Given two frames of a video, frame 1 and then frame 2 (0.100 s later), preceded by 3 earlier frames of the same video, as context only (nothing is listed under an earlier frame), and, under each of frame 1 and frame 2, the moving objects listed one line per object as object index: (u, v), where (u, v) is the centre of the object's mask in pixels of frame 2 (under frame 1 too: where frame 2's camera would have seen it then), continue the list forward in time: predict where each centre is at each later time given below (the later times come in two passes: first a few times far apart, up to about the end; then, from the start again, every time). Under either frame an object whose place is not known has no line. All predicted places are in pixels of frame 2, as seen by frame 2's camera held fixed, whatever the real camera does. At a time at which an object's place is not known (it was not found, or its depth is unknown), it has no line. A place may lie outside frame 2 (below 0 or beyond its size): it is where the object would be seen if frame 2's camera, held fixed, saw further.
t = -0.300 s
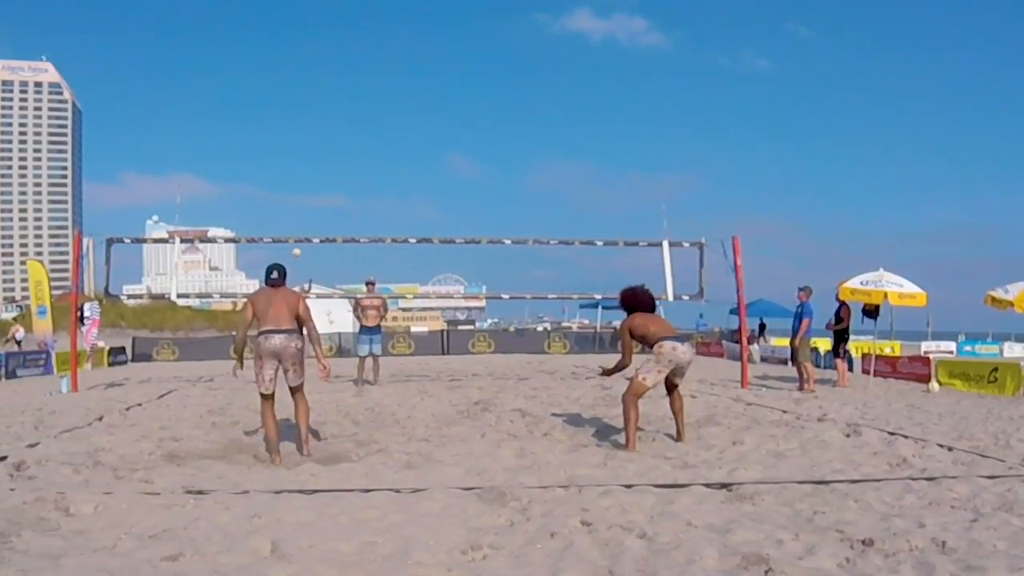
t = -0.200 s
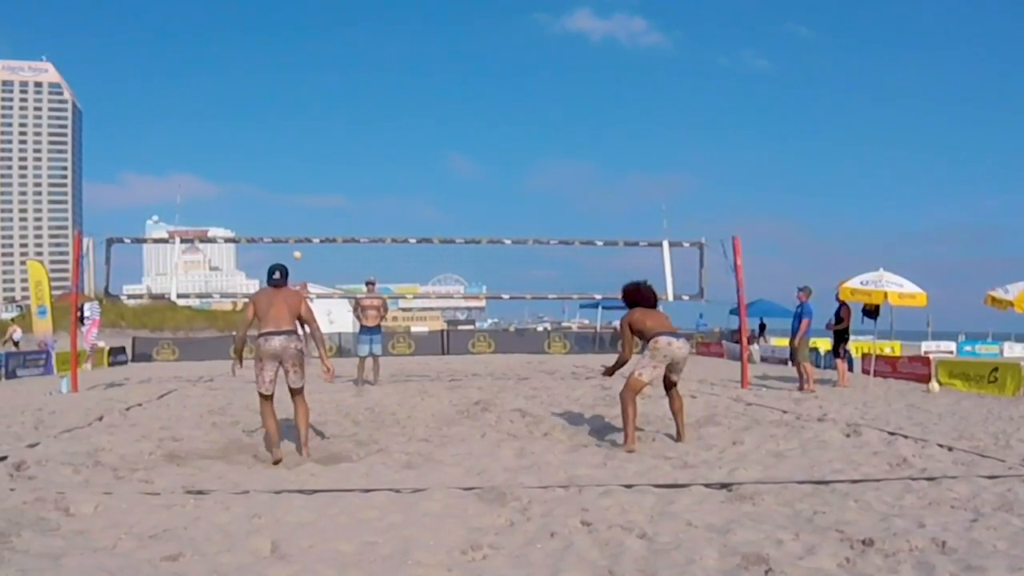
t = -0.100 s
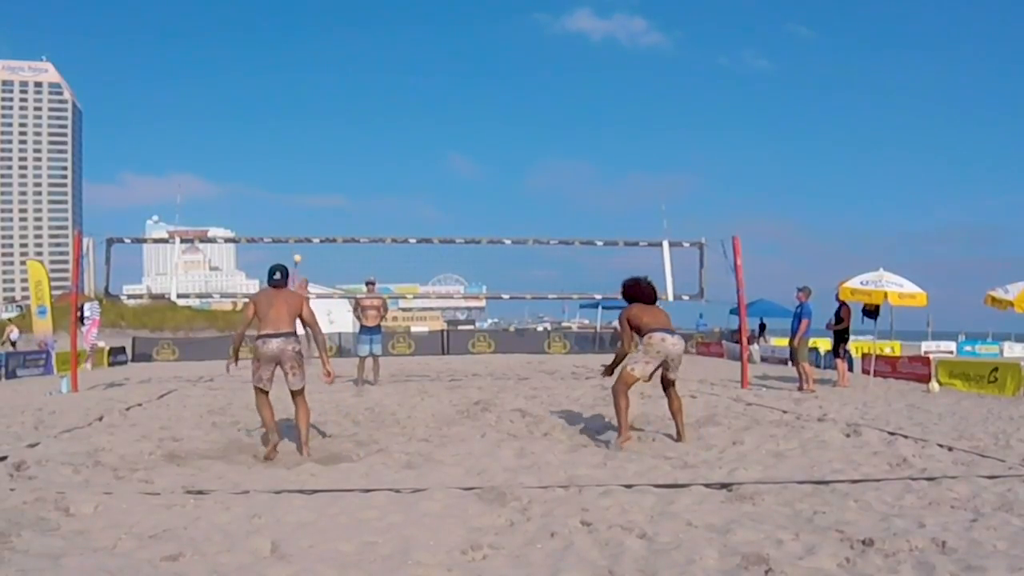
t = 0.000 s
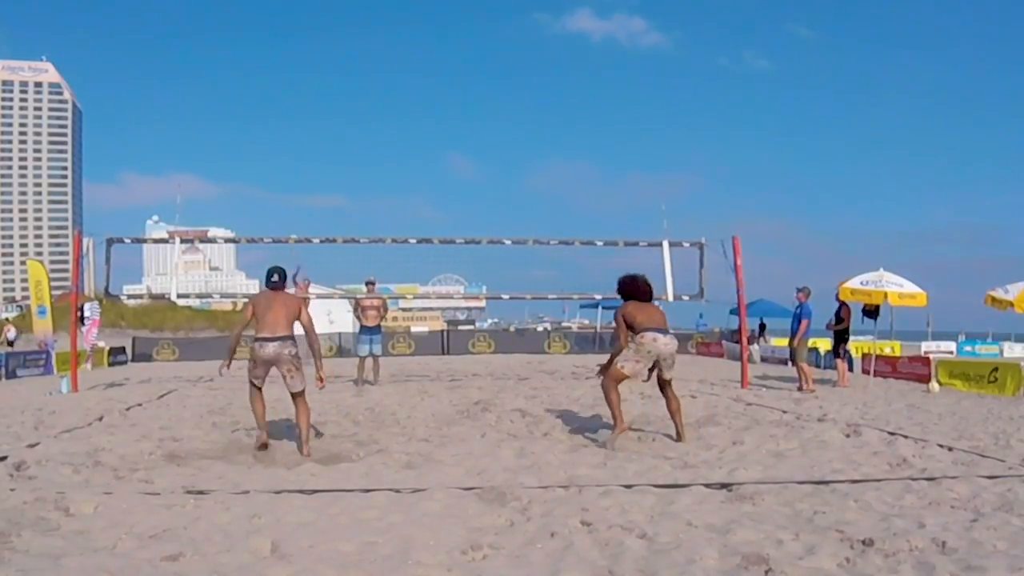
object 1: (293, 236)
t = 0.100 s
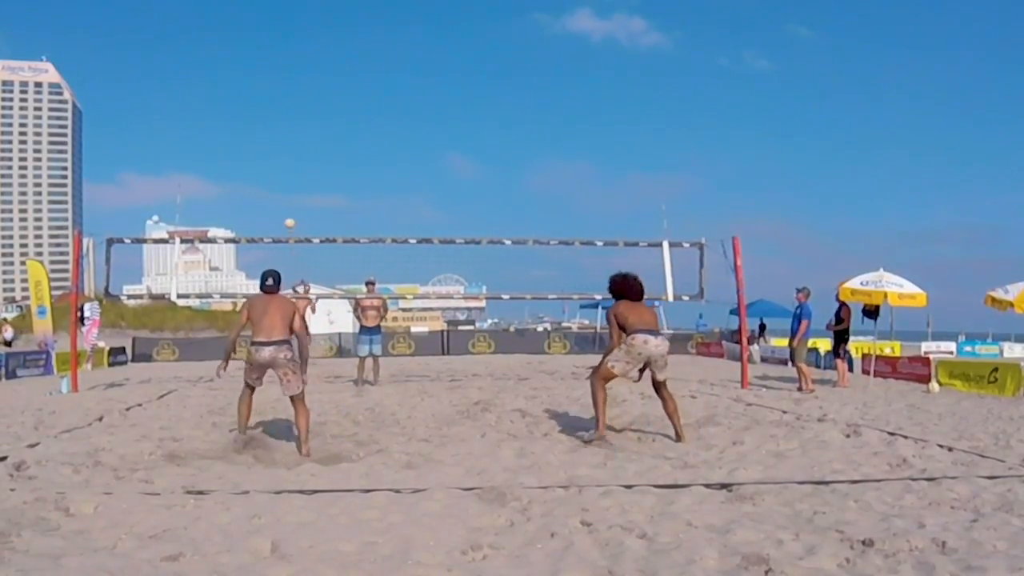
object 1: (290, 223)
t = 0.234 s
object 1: (285, 207)
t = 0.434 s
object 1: (277, 199)
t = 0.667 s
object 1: (269, 233)
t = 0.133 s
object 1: (288, 218)
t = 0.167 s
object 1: (287, 214)
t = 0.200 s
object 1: (286, 210)
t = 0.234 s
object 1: (285, 207)
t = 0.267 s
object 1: (284, 204)
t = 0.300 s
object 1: (282, 202)
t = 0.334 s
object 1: (281, 200)
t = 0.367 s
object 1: (280, 198)
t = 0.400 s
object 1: (278, 198)
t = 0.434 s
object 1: (277, 199)
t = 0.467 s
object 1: (276, 200)
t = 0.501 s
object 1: (275, 202)
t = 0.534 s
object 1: (274, 205)
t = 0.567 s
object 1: (273, 210)
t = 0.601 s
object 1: (272, 216)
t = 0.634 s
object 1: (270, 224)
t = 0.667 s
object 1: (269, 233)
